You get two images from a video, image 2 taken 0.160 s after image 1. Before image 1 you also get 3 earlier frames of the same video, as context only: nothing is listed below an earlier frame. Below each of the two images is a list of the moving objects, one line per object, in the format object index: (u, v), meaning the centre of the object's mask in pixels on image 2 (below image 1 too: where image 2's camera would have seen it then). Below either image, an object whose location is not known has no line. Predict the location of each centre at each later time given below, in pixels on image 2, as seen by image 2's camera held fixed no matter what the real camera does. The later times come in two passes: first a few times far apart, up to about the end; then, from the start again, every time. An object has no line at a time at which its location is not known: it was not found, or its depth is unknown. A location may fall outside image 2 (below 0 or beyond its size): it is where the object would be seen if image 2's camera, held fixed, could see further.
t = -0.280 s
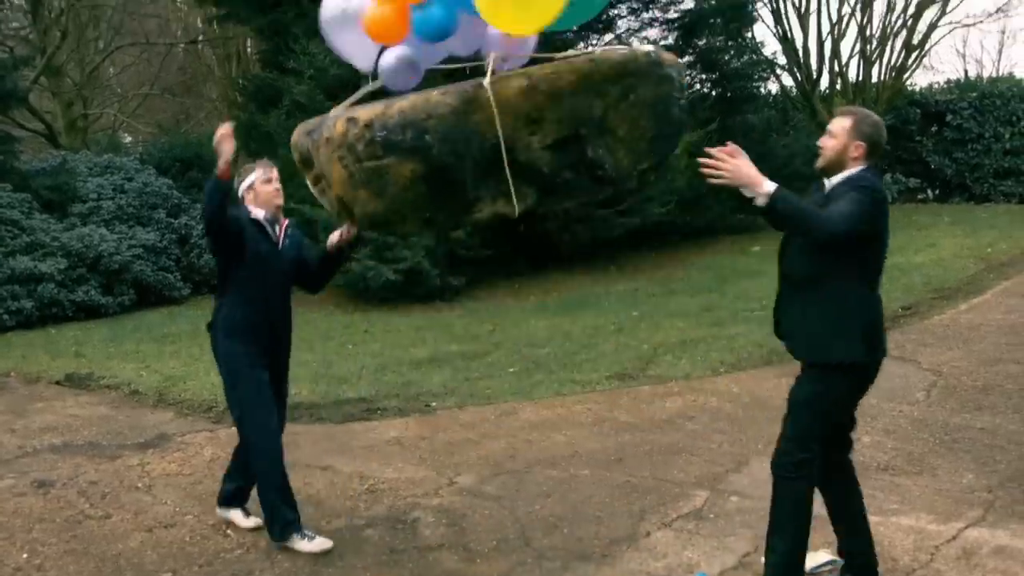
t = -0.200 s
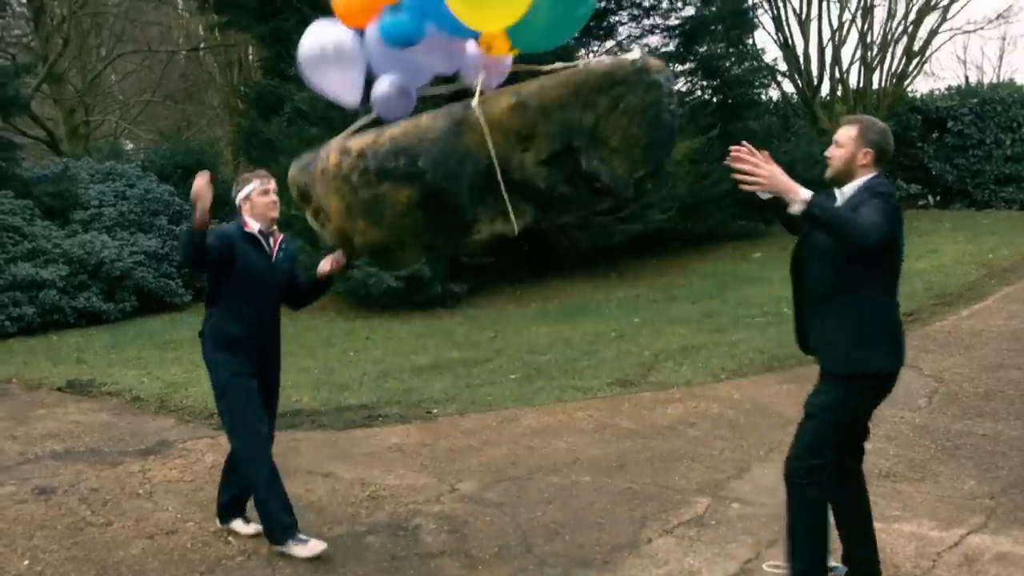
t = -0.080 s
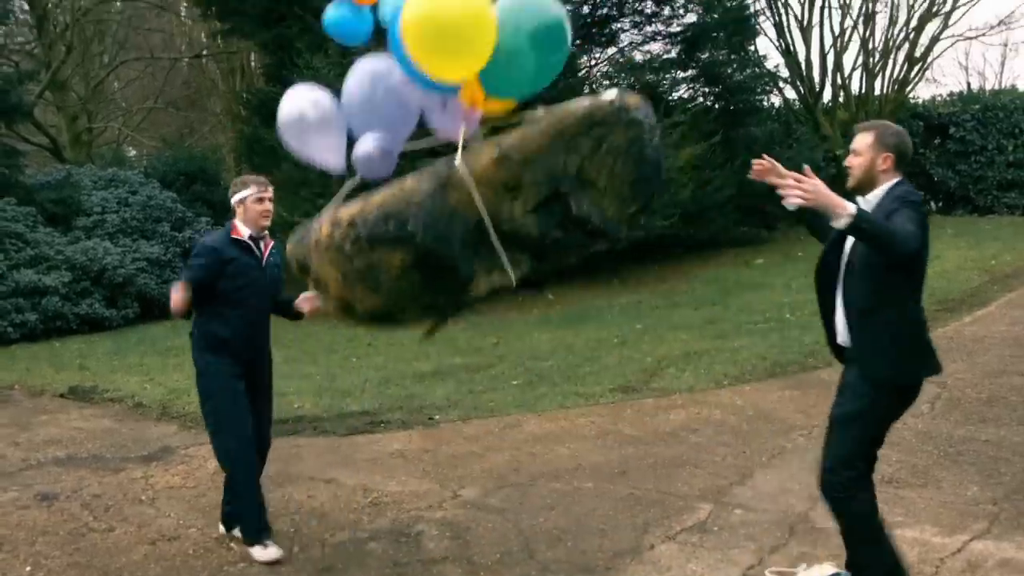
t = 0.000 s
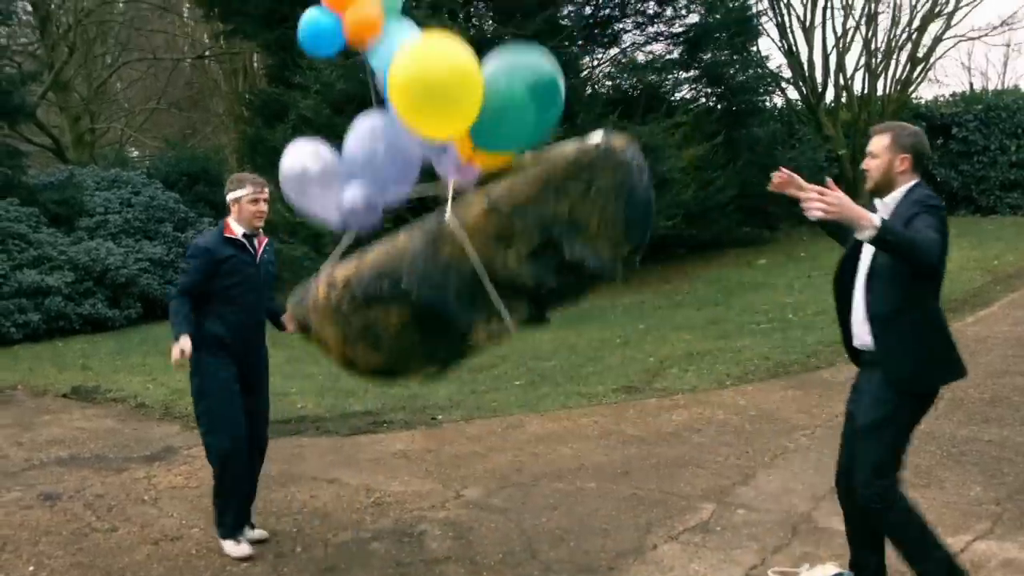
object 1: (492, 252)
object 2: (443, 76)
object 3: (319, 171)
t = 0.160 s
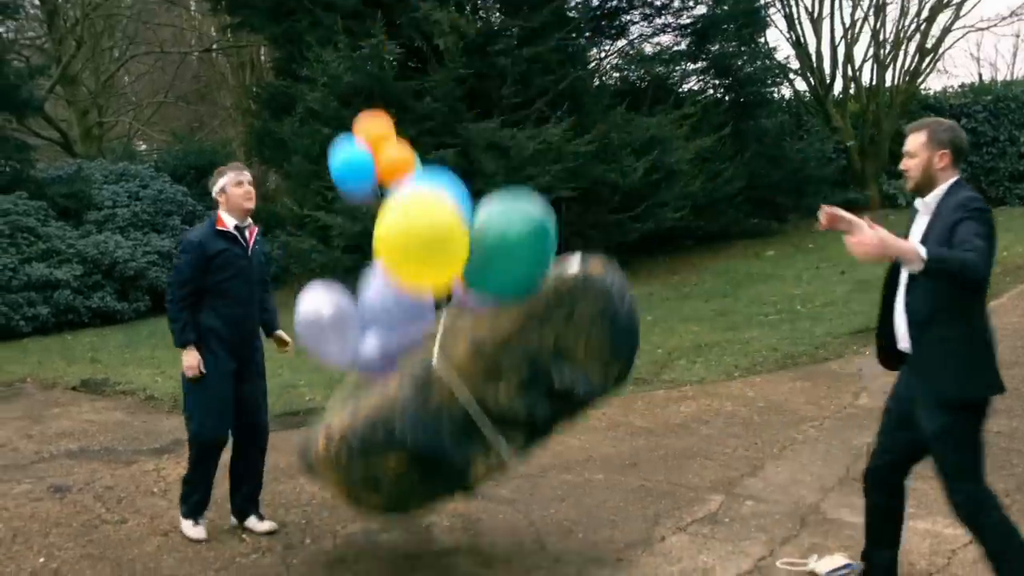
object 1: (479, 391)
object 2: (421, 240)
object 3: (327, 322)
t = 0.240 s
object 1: (476, 473)
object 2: (403, 340)
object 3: (329, 400)
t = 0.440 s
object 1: (561, 496)
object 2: (499, 429)
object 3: (427, 324)
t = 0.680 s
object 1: (601, 498)
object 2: (672, 408)
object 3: (498, 280)
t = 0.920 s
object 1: (630, 519)
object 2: (732, 434)
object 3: (479, 196)
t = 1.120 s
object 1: (642, 532)
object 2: (758, 430)
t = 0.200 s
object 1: (476, 436)
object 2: (412, 290)
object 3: (329, 364)
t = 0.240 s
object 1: (476, 473)
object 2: (403, 340)
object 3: (329, 400)
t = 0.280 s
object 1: (493, 487)
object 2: (396, 384)
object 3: (310, 410)
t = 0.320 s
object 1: (520, 503)
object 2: (395, 427)
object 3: (318, 413)
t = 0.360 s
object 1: (558, 518)
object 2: (414, 434)
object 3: (340, 382)
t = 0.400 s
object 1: (558, 510)
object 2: (467, 439)
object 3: (398, 344)
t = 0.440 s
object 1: (561, 496)
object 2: (499, 429)
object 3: (427, 324)
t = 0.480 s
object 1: (565, 488)
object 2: (545, 426)
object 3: (448, 316)
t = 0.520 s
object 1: (567, 486)
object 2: (579, 435)
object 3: (472, 304)
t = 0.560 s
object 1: (574, 481)
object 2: (603, 436)
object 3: (483, 300)
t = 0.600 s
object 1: (583, 482)
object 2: (621, 424)
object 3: (493, 293)
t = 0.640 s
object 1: (593, 489)
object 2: (646, 416)
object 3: (495, 289)
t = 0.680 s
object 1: (601, 498)
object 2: (672, 408)
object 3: (498, 280)
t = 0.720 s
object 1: (612, 506)
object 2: (692, 400)
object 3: (499, 269)
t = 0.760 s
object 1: (621, 517)
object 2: (700, 404)
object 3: (500, 259)
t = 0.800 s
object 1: (628, 524)
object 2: (707, 414)
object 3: (498, 245)
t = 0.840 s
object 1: (629, 526)
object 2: (714, 427)
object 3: (493, 230)
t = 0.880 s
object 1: (630, 524)
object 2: (724, 433)
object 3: (486, 213)
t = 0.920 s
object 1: (630, 519)
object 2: (732, 434)
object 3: (479, 196)
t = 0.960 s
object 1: (632, 518)
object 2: (741, 434)
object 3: (472, 176)
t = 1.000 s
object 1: (634, 522)
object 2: (753, 438)
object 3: (465, 155)
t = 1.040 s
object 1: (637, 527)
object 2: (754, 436)
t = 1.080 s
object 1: (640, 530)
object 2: (755, 432)
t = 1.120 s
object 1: (642, 532)
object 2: (758, 430)
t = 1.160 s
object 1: (645, 533)
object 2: (759, 428)
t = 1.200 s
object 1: (647, 532)
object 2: (758, 425)
